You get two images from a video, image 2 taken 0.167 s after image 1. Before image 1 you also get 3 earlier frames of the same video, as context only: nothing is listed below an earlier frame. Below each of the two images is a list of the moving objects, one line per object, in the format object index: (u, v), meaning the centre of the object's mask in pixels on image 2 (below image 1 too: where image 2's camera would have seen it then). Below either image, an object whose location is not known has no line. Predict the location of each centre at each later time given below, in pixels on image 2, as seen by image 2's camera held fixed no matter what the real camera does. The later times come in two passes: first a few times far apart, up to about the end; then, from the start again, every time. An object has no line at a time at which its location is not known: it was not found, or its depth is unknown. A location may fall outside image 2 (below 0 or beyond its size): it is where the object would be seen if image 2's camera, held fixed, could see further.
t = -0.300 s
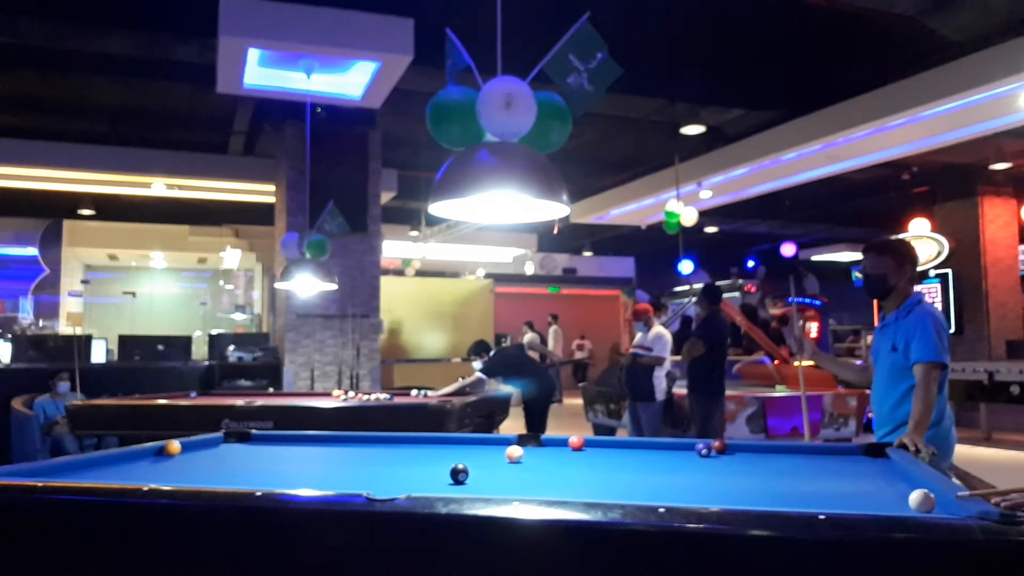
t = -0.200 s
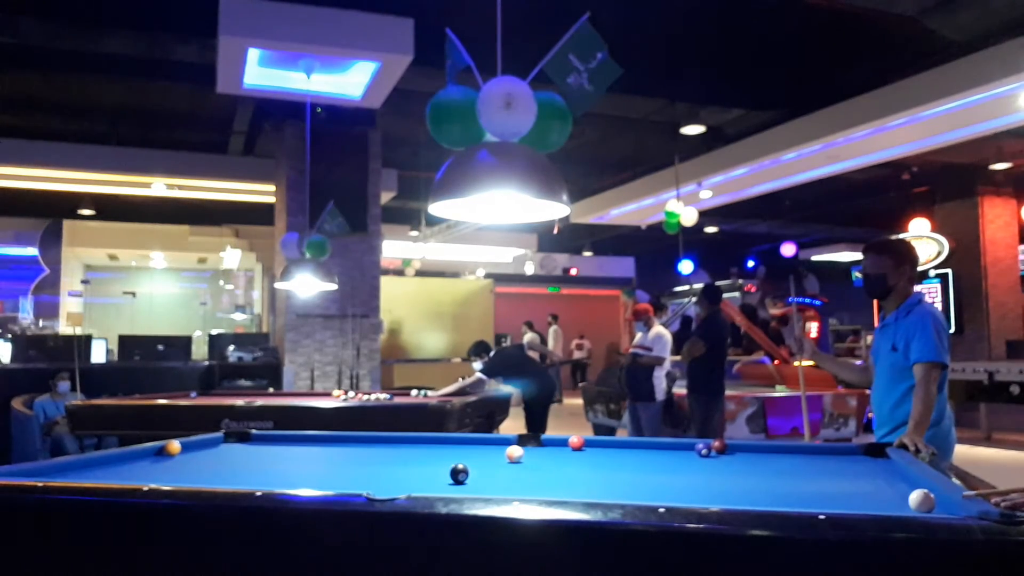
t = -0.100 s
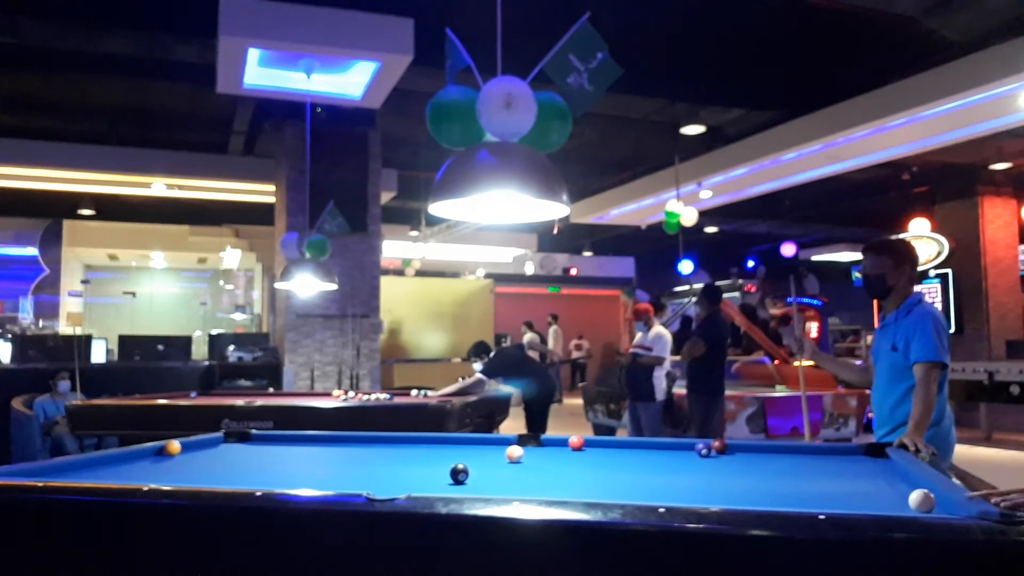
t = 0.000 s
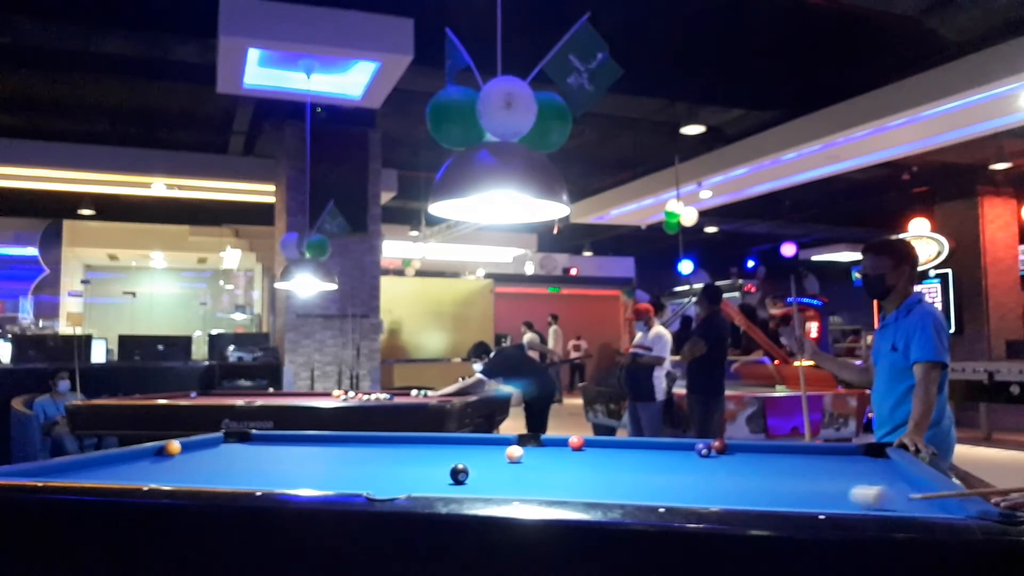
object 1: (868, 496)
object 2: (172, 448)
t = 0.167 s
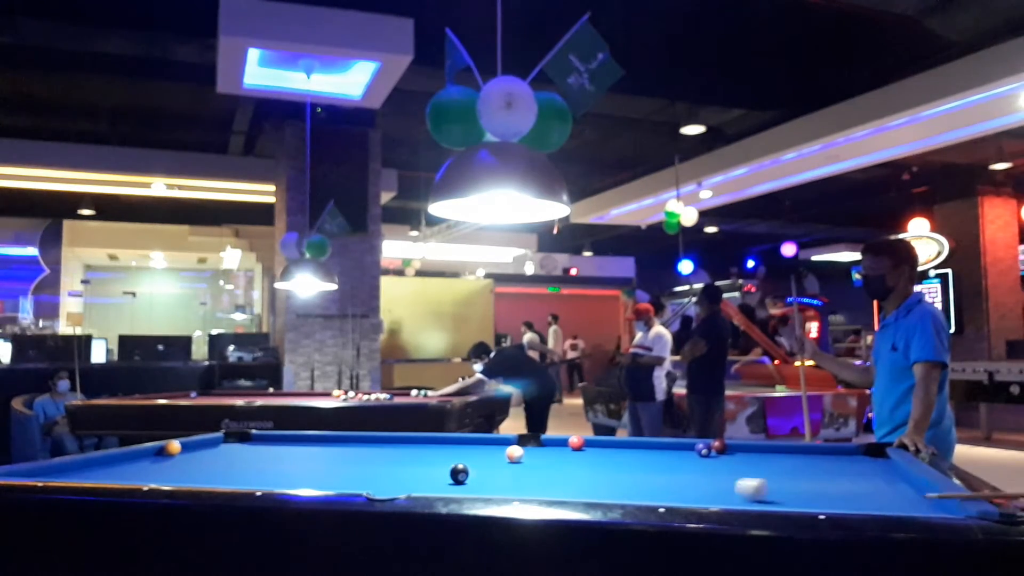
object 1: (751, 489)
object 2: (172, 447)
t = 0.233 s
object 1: (709, 485)
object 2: (172, 447)
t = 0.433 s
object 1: (599, 477)
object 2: (172, 448)
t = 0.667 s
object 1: (488, 469)
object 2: (172, 447)
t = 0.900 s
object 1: (392, 463)
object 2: (172, 448)
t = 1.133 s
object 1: (307, 458)
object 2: (172, 448)
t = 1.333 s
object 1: (242, 454)
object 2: (172, 448)
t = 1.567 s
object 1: (174, 449)
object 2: (168, 444)
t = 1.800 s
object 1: (173, 452)
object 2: (187, 445)
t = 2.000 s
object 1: (195, 454)
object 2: (202, 443)
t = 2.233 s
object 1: (221, 457)
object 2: (215, 443)
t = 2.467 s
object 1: (247, 460)
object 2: (229, 442)
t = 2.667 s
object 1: (270, 462)
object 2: (238, 441)
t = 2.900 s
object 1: (297, 465)
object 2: (249, 440)
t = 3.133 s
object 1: (324, 468)
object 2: (257, 439)
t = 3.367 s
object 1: (352, 470)
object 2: (264, 439)
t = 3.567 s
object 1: (375, 473)
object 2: (270, 438)
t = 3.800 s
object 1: (402, 475)
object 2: (275, 438)
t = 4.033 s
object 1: (429, 478)
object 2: (278, 438)
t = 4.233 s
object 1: (452, 480)
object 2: (281, 437)
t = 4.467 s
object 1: (478, 482)
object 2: (282, 437)
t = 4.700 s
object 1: (504, 485)
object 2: (282, 437)
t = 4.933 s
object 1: (530, 487)
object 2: (282, 437)
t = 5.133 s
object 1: (551, 488)
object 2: (282, 437)
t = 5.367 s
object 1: (575, 490)
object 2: (282, 437)
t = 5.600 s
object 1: (598, 492)
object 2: (282, 437)
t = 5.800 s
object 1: (617, 494)
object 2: (282, 437)
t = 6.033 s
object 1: (637, 495)
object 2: (282, 437)
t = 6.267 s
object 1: (657, 497)
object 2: (282, 437)
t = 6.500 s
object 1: (669, 497)
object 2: (282, 437)
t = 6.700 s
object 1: (677, 498)
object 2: (282, 437)
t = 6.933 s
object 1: (684, 498)
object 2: (282, 437)
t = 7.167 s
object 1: (689, 498)
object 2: (282, 437)
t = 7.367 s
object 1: (691, 499)
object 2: (282, 437)
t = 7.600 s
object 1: (691, 499)
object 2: (282, 437)
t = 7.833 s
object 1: (691, 499)
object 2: (282, 437)
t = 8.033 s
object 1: (691, 499)
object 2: (282, 437)
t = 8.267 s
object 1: (691, 498)
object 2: (282, 437)
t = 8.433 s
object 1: (691, 499)
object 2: (282, 437)
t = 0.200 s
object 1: (730, 487)
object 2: (172, 448)
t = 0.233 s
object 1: (709, 485)
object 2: (172, 447)
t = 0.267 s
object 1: (691, 484)
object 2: (172, 448)
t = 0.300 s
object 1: (672, 483)
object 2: (172, 447)
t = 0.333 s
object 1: (652, 481)
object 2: (172, 448)
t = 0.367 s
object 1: (634, 479)
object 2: (172, 448)
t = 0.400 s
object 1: (616, 478)
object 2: (173, 448)
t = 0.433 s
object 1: (599, 477)
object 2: (172, 448)
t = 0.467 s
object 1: (582, 476)
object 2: (172, 448)
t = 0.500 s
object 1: (566, 475)
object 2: (172, 448)
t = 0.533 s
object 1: (549, 473)
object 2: (172, 448)
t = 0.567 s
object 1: (533, 472)
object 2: (172, 447)
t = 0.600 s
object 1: (517, 471)
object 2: (172, 448)
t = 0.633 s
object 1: (503, 470)
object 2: (172, 447)
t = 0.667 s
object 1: (488, 469)
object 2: (172, 447)
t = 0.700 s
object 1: (475, 467)
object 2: (172, 448)
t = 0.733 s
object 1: (459, 462)
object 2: (172, 448)
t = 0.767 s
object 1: (443, 466)
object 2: (172, 447)
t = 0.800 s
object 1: (430, 465)
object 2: (172, 448)
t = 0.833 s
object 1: (417, 465)
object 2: (172, 447)
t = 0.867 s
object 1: (404, 464)
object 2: (172, 448)
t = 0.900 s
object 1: (392, 463)
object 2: (172, 448)
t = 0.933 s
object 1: (379, 462)
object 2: (172, 448)
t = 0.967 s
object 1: (366, 461)
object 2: (172, 448)
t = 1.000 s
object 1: (354, 461)
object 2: (172, 448)
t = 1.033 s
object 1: (342, 460)
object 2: (172, 448)
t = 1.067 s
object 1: (330, 459)
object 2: (172, 448)
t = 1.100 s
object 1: (318, 459)
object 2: (172, 448)
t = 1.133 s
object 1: (307, 458)
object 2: (172, 448)
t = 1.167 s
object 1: (296, 458)
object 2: (172, 448)
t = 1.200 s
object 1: (284, 457)
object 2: (172, 448)
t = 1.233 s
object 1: (274, 456)
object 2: (172, 448)
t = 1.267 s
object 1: (263, 455)
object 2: (172, 448)
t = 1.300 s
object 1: (253, 455)
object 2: (172, 447)
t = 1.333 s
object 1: (242, 454)
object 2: (172, 448)
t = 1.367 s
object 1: (232, 454)
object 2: (172, 448)
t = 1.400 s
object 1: (223, 453)
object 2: (172, 448)
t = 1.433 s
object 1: (213, 453)
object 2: (172, 447)
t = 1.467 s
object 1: (203, 452)
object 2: (172, 447)
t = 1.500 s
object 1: (194, 451)
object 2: (172, 447)
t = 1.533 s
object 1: (186, 450)
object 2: (172, 447)
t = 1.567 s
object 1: (174, 449)
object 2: (168, 444)
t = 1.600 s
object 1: (169, 448)
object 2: (176, 445)
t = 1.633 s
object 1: (157, 450)
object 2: (175, 447)
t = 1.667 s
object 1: (158, 450)
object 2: (177, 446)
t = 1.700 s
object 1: (162, 450)
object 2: (180, 446)
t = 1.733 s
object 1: (166, 451)
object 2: (182, 445)
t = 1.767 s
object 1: (170, 451)
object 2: (185, 445)
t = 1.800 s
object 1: (173, 452)
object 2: (187, 445)
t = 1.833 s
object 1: (176, 452)
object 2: (190, 444)
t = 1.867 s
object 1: (180, 453)
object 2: (193, 444)
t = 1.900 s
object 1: (184, 453)
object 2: (195, 444)
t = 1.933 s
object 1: (187, 453)
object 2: (198, 444)
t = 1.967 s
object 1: (191, 454)
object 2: (200, 443)
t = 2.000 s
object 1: (195, 454)
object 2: (202, 443)
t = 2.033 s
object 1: (198, 454)
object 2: (204, 443)
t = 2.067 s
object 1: (202, 455)
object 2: (206, 442)
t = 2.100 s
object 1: (206, 455)
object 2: (208, 442)
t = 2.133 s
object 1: (210, 455)
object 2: (210, 442)
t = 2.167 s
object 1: (214, 456)
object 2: (212, 442)
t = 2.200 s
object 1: (217, 456)
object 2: (213, 442)
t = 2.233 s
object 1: (221, 457)
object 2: (215, 443)
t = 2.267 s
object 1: (225, 457)
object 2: (217, 442)
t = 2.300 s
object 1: (228, 457)
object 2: (219, 442)
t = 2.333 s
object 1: (232, 458)
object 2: (221, 442)
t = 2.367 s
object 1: (236, 458)
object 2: (223, 442)
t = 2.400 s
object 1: (239, 459)
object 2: (225, 442)
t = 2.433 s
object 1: (243, 459)
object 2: (227, 442)
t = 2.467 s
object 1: (247, 460)
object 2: (229, 442)
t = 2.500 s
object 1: (251, 460)
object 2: (230, 441)
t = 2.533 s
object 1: (255, 460)
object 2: (232, 441)
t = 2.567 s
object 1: (259, 461)
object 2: (234, 441)
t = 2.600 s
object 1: (262, 461)
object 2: (235, 441)
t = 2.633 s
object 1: (266, 461)
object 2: (237, 441)
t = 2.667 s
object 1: (270, 462)
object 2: (238, 441)
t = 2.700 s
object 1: (273, 463)
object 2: (240, 441)
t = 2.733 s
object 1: (277, 463)
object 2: (242, 441)
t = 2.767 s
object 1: (281, 463)
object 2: (243, 441)
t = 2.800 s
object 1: (285, 464)
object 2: (244, 440)
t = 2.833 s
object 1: (289, 464)
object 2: (246, 440)
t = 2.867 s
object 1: (293, 465)
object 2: (247, 440)
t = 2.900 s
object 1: (297, 465)
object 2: (249, 440)
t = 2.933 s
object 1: (301, 466)
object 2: (250, 440)
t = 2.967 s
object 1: (305, 466)
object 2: (251, 440)
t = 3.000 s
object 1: (309, 466)
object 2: (252, 440)
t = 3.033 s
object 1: (313, 467)
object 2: (254, 440)
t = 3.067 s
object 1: (316, 467)
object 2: (255, 440)
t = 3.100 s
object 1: (320, 467)
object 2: (256, 439)
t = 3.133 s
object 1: (324, 468)
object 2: (257, 439)
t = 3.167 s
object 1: (328, 468)
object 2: (258, 439)
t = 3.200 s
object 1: (332, 468)
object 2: (259, 439)
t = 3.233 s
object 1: (336, 469)
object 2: (260, 439)
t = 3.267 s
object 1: (340, 469)
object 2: (261, 439)
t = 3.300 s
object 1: (344, 470)
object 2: (262, 439)
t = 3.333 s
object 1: (348, 470)
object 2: (263, 439)
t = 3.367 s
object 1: (352, 470)
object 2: (264, 439)
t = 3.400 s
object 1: (355, 471)
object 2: (266, 439)
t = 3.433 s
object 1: (360, 471)
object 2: (267, 438)
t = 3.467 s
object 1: (363, 472)
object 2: (267, 438)
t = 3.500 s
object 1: (367, 472)
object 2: (268, 438)
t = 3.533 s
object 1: (371, 472)
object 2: (269, 438)
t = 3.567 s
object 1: (375, 473)
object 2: (270, 438)
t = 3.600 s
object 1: (379, 473)
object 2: (271, 438)
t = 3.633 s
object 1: (383, 474)
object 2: (271, 438)
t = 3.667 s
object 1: (387, 474)
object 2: (272, 438)
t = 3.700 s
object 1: (391, 474)
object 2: (273, 438)
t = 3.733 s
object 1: (395, 475)
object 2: (274, 438)
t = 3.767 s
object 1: (398, 475)
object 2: (274, 438)
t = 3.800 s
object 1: (402, 475)
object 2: (275, 438)
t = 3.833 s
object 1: (406, 476)
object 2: (275, 438)
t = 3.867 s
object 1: (410, 476)
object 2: (276, 438)
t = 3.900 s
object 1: (414, 476)
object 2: (277, 438)
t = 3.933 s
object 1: (418, 477)
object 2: (277, 438)
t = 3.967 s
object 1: (422, 477)
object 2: (278, 438)
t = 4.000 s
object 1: (425, 478)
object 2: (278, 438)
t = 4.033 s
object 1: (429, 478)
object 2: (278, 438)
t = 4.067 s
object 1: (433, 479)
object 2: (279, 438)
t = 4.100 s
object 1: (437, 479)
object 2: (279, 438)
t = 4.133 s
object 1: (441, 479)
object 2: (280, 438)
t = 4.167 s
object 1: (444, 480)
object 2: (280, 437)
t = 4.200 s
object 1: (448, 480)
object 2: (281, 437)
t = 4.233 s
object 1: (452, 480)
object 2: (281, 437)
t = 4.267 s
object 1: (456, 481)
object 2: (281, 437)
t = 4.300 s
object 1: (460, 481)
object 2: (281, 437)
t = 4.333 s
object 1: (464, 481)
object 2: (281, 437)
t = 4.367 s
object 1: (467, 482)
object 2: (281, 437)
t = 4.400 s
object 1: (471, 482)
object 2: (282, 437)
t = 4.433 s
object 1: (475, 482)
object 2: (282, 437)
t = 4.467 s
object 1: (478, 482)
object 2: (282, 437)
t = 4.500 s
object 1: (482, 483)
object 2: (282, 437)
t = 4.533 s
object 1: (486, 483)
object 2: (282, 437)
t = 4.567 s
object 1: (490, 483)
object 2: (282, 437)
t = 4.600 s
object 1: (494, 484)
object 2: (282, 437)
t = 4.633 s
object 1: (497, 484)
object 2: (282, 437)
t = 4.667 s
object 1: (501, 484)
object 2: (282, 437)
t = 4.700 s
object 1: (504, 485)
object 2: (282, 437)
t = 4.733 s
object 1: (508, 485)
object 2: (282, 437)
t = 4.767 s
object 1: (512, 485)
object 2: (282, 437)
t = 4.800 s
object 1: (515, 486)
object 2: (282, 437)
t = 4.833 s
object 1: (519, 486)
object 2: (282, 437)
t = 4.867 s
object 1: (523, 486)
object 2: (282, 437)
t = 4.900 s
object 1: (526, 486)
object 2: (282, 437)
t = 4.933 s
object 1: (530, 487)
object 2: (282, 437)
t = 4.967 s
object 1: (533, 487)
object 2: (282, 437)
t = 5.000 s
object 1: (537, 487)
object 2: (282, 437)
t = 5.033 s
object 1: (540, 488)
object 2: (282, 437)
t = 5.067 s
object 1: (544, 488)
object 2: (282, 437)
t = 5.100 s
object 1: (548, 488)
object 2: (282, 437)
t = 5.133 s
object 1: (551, 488)
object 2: (282, 437)
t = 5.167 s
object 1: (554, 489)
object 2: (282, 437)
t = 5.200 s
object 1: (558, 489)
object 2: (282, 437)
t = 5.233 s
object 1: (561, 489)
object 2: (282, 437)
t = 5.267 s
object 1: (565, 490)
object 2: (282, 437)
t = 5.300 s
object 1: (568, 490)
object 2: (282, 437)
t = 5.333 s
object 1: (571, 490)
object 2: (282, 437)
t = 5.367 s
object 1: (575, 490)
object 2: (282, 437)
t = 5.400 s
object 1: (578, 491)
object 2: (282, 437)
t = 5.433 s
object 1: (582, 491)
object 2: (282, 437)
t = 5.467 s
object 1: (585, 491)
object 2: (282, 437)
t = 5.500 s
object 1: (588, 491)
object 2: (282, 437)
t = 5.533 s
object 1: (591, 492)
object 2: (282, 437)
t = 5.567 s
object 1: (595, 492)
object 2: (282, 437)
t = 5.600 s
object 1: (598, 492)
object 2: (282, 437)
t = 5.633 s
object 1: (601, 492)
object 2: (282, 437)
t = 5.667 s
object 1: (604, 493)
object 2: (282, 437)
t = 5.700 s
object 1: (608, 493)
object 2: (282, 437)
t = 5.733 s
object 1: (611, 493)
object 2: (282, 437)
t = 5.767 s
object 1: (614, 494)
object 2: (282, 437)
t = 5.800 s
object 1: (617, 494)
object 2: (282, 437)
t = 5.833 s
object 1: (620, 494)
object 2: (282, 437)
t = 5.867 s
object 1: (623, 494)
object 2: (282, 437)
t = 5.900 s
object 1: (626, 494)
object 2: (282, 437)
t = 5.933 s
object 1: (629, 495)
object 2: (282, 437)
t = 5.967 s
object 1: (632, 495)
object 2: (282, 437)
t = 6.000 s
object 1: (635, 495)
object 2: (282, 437)
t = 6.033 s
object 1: (637, 495)
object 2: (282, 437)
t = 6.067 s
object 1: (640, 496)
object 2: (282, 437)
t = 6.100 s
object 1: (643, 496)
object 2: (282, 437)
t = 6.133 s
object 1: (646, 496)
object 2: (282, 437)
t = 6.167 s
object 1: (649, 496)
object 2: (282, 437)
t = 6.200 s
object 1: (651, 497)
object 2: (282, 437)
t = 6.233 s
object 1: (654, 497)
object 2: (282, 437)
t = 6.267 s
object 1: (657, 497)
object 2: (282, 437)
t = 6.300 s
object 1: (659, 497)
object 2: (282, 437)
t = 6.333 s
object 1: (661, 497)
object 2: (282, 437)
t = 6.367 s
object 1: (663, 497)
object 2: (282, 437)
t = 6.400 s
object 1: (665, 497)
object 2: (282, 437)
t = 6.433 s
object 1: (666, 498)
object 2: (282, 437)
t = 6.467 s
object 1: (668, 497)
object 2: (282, 437)
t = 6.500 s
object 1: (669, 497)
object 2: (282, 437)
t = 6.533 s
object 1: (670, 497)
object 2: (282, 437)
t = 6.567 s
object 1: (672, 498)
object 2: (282, 437)
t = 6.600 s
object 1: (673, 498)
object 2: (282, 437)
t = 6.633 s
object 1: (674, 498)
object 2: (282, 437)
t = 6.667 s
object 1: (676, 498)
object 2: (282, 437)
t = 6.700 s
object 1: (677, 498)
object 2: (282, 437)
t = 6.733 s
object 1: (678, 498)
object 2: (282, 437)
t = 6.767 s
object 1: (679, 498)
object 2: (282, 437)
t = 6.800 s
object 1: (680, 498)
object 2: (282, 437)
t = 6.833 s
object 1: (681, 498)
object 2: (282, 437)
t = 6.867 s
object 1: (682, 498)
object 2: (282, 437)
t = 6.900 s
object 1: (683, 498)
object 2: (282, 437)
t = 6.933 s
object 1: (684, 498)
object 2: (282, 437)
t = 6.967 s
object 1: (685, 498)
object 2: (282, 437)
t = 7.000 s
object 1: (686, 498)
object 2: (282, 437)
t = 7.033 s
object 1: (686, 498)
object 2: (282, 437)
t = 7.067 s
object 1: (687, 498)
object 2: (282, 437)
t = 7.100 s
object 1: (688, 498)
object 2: (282, 437)
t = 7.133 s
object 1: (688, 498)
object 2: (282, 437)
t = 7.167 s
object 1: (689, 498)
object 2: (282, 437)
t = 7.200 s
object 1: (689, 498)
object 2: (282, 437)
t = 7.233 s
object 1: (690, 498)
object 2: (282, 437)
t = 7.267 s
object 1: (690, 498)
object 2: (282, 437)
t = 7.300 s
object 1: (691, 499)
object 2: (282, 437)
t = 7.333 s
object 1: (691, 499)
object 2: (282, 437)
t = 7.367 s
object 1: (691, 499)
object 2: (282, 437)
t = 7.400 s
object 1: (692, 499)
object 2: (282, 437)
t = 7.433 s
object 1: (692, 499)
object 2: (282, 437)
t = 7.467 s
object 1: (692, 499)
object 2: (282, 437)
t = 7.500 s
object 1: (692, 499)
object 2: (282, 437)
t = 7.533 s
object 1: (691, 499)
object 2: (282, 437)
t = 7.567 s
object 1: (691, 499)
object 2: (282, 437)
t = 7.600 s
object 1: (691, 499)
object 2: (282, 437)
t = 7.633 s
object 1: (691, 499)
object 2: (282, 437)
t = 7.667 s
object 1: (691, 499)
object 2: (282, 437)
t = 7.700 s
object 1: (691, 499)
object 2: (282, 437)
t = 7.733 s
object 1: (691, 499)
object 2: (282, 437)
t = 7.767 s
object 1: (691, 499)
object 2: (282, 437)
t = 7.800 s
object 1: (691, 498)
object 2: (282, 437)
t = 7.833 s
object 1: (691, 499)
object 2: (282, 437)
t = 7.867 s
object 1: (691, 499)
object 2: (282, 437)
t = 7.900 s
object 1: (691, 499)
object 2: (282, 437)
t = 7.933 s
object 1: (691, 499)
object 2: (282, 437)
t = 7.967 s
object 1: (691, 499)
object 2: (282, 437)
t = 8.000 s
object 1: (691, 499)
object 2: (282, 437)
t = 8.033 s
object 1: (691, 499)
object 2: (282, 437)
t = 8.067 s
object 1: (691, 498)
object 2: (282, 437)
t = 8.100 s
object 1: (691, 498)
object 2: (282, 437)
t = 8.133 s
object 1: (691, 498)
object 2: (282, 437)
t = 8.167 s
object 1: (691, 498)
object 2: (282, 437)
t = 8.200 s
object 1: (691, 498)
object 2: (282, 437)
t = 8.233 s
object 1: (691, 499)
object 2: (282, 437)
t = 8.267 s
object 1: (691, 498)
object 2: (282, 437)
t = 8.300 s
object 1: (691, 498)
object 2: (282, 437)
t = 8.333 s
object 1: (691, 499)
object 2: (282, 437)
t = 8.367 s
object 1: (691, 498)
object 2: (282, 437)
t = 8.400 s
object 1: (691, 498)
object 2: (282, 437)
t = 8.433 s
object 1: (691, 499)
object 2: (282, 437)
